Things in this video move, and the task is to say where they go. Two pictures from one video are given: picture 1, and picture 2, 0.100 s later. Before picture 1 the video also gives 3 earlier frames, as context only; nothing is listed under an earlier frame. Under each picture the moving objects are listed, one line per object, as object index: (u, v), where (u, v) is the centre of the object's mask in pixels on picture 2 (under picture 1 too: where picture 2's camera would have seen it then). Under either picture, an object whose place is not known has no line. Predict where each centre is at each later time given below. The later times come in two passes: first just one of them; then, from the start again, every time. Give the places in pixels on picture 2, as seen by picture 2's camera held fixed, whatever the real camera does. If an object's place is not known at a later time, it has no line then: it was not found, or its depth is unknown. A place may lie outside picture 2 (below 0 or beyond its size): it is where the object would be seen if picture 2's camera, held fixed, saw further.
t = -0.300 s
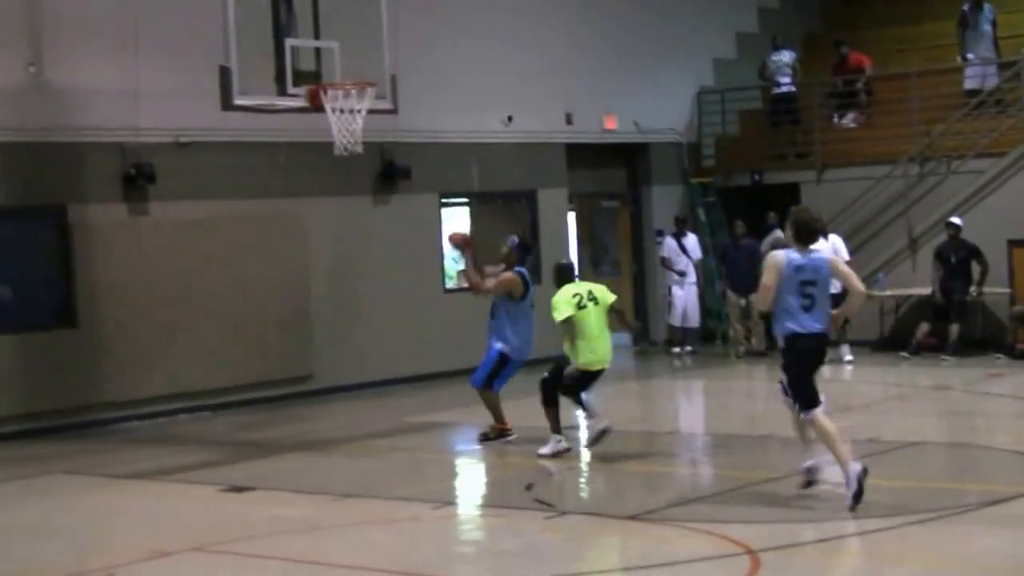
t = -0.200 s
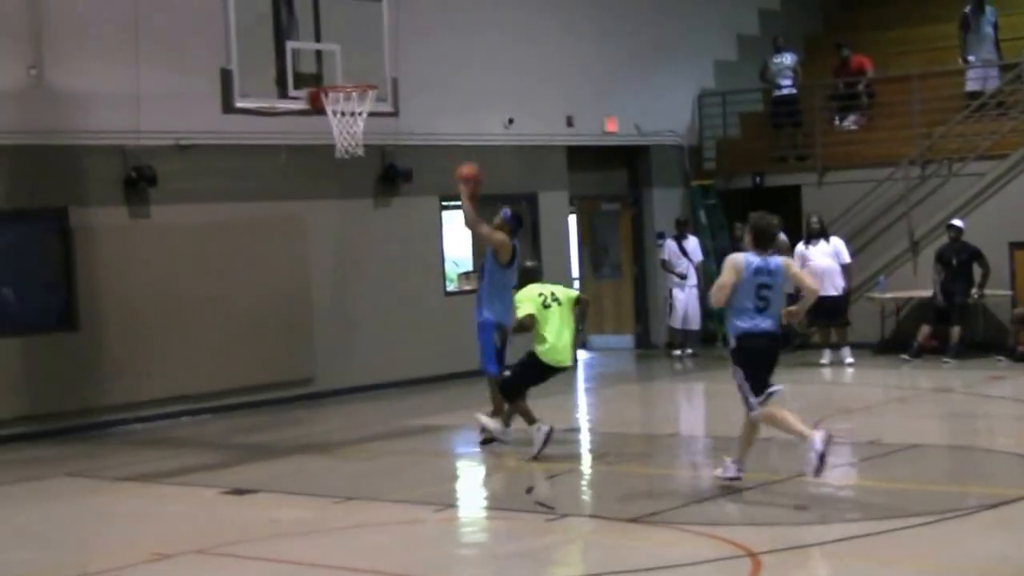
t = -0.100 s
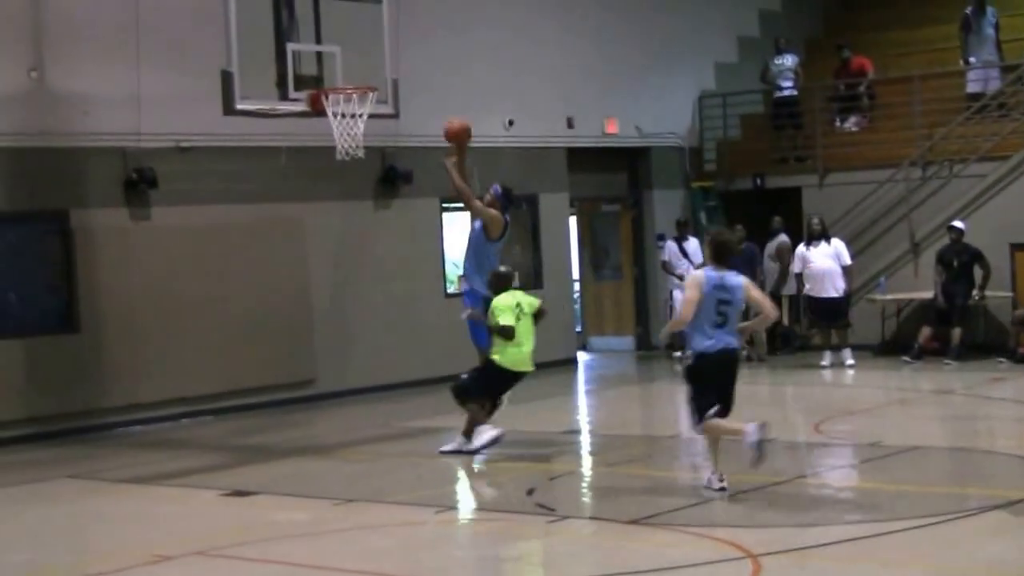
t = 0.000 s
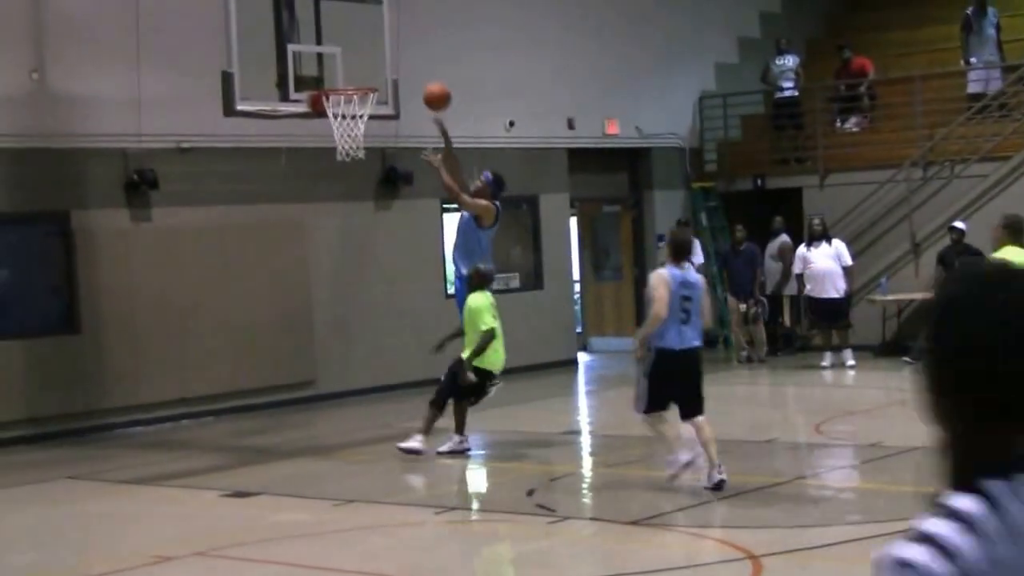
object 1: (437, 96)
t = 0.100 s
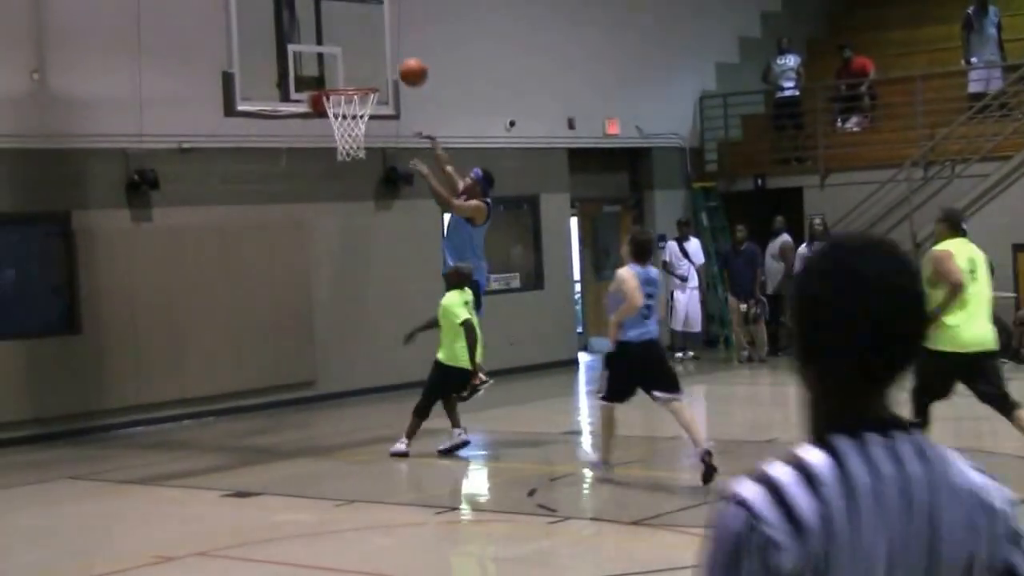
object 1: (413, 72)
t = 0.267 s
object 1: (374, 57)
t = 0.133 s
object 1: (405, 66)
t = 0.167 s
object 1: (397, 62)
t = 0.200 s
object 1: (390, 59)
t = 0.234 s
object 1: (382, 57)
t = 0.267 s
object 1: (374, 57)
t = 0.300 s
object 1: (367, 57)
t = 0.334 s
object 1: (359, 59)
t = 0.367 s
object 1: (352, 63)
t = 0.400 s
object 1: (345, 66)
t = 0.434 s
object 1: (337, 72)
